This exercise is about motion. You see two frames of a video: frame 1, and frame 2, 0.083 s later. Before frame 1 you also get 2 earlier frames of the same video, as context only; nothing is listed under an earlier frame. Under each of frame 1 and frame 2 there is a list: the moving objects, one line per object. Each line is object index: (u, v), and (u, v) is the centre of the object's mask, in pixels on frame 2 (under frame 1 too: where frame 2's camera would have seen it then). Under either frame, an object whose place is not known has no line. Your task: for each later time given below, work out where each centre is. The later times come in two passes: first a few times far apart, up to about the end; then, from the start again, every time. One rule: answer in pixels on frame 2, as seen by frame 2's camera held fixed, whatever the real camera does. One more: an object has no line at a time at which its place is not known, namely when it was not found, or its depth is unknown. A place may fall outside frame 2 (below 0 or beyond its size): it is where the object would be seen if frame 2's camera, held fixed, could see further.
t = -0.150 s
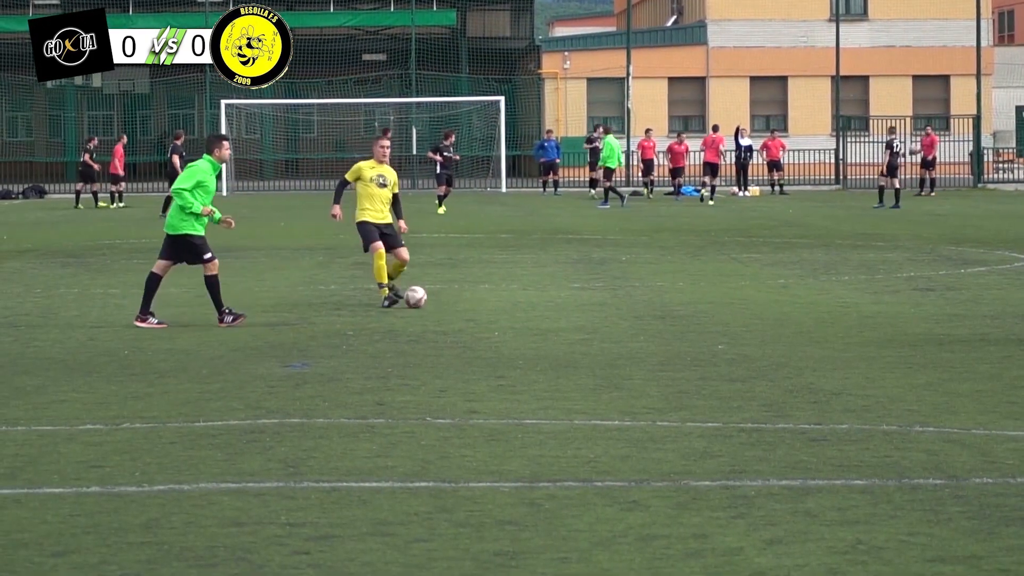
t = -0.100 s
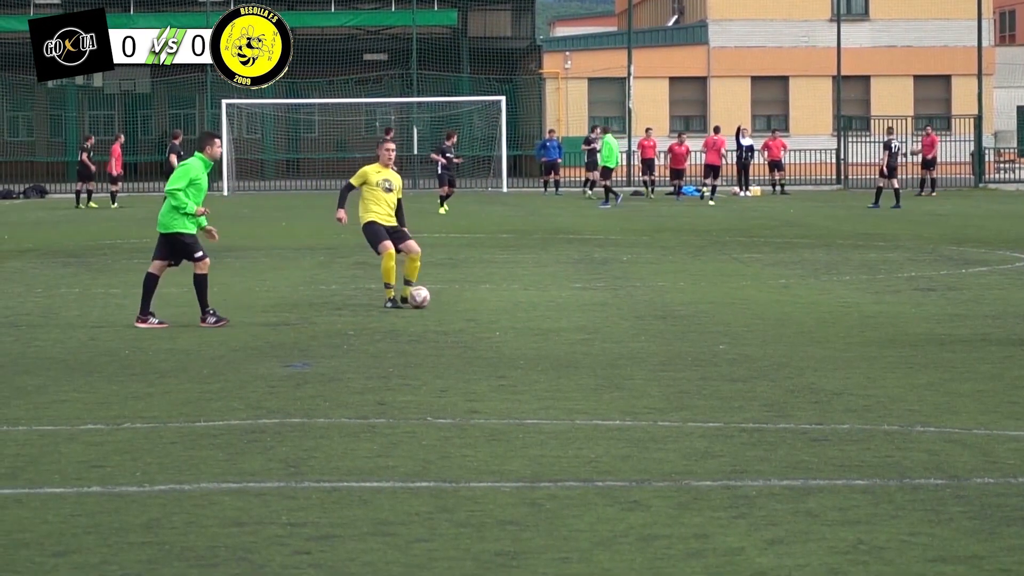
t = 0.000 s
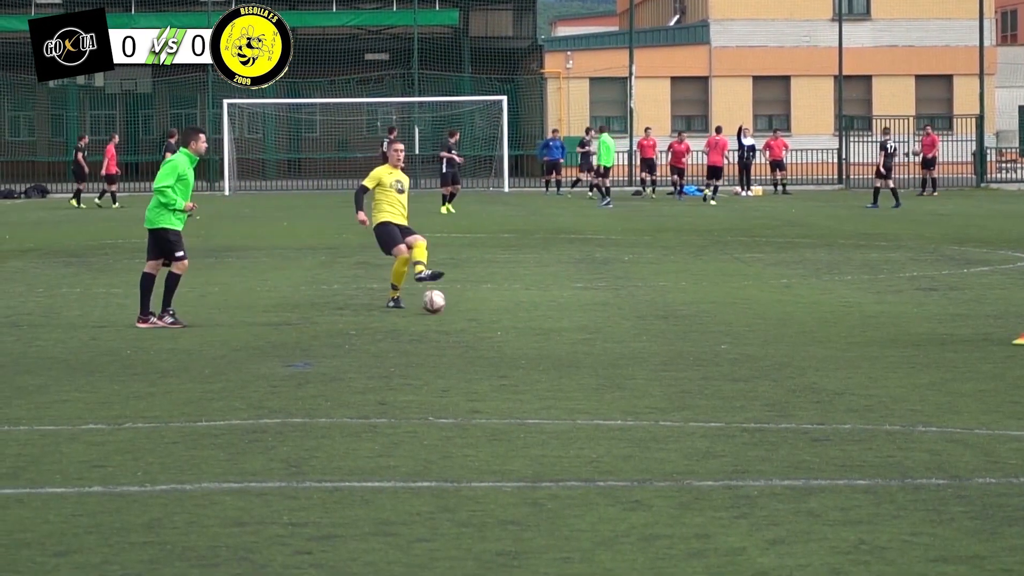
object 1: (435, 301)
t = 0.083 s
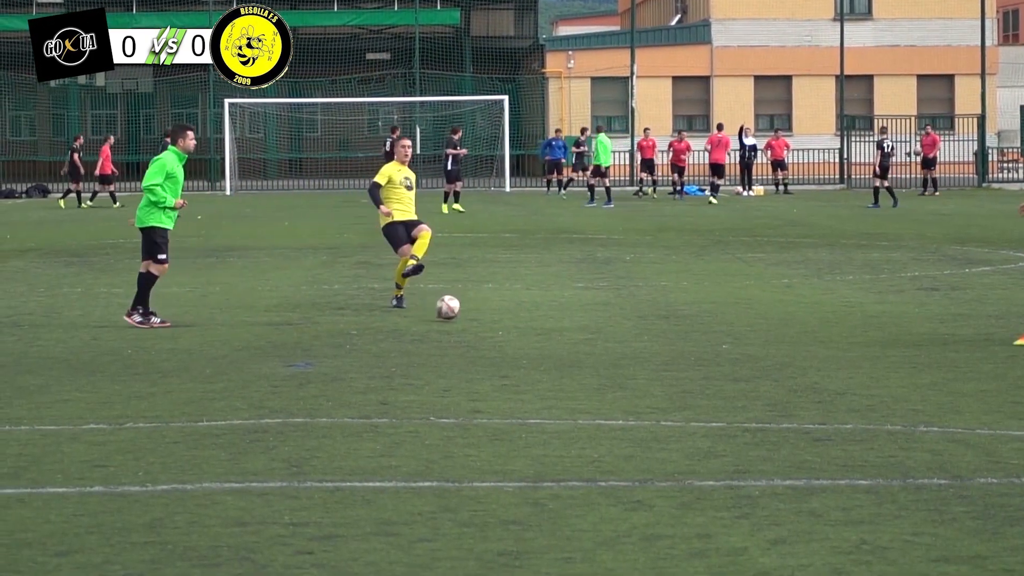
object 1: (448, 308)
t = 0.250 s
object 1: (474, 315)
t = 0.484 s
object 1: (504, 326)
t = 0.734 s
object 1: (532, 347)
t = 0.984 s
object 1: (554, 374)
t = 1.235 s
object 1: (577, 394)
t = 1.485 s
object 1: (603, 414)
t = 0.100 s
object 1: (450, 309)
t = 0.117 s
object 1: (454, 309)
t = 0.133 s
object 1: (456, 311)
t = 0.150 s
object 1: (459, 313)
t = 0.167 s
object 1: (462, 316)
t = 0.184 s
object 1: (464, 317)
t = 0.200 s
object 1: (466, 316)
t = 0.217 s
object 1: (468, 316)
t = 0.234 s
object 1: (471, 315)
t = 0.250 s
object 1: (474, 315)
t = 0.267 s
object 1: (475, 316)
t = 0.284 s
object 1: (478, 317)
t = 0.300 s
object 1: (481, 319)
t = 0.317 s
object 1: (484, 321)
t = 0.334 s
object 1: (486, 323)
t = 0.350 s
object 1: (489, 327)
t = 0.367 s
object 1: (491, 330)
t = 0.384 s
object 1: (493, 332)
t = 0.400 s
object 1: (495, 330)
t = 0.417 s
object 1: (496, 329)
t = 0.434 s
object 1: (499, 327)
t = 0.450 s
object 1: (500, 327)
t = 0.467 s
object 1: (503, 326)
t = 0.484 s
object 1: (504, 326)
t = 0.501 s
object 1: (506, 327)
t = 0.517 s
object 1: (508, 328)
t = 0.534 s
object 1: (510, 329)
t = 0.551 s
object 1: (512, 331)
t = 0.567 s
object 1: (514, 333)
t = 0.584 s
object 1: (516, 336)
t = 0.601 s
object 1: (518, 339)
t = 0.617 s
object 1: (520, 343)
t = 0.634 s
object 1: (522, 348)
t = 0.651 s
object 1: (524, 353)
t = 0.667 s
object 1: (526, 354)
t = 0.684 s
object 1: (527, 352)
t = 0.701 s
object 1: (528, 349)
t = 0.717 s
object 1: (530, 348)
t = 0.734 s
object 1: (532, 347)
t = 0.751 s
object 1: (533, 346)
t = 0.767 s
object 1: (534, 345)
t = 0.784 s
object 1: (536, 345)
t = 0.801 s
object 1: (537, 346)
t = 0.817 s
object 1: (539, 347)
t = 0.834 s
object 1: (540, 348)
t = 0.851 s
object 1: (542, 350)
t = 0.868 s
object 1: (543, 353)
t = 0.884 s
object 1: (545, 356)
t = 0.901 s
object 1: (547, 360)
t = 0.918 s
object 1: (548, 364)
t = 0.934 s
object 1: (549, 368)
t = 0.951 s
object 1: (551, 373)
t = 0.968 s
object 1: (552, 376)
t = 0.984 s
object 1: (554, 374)
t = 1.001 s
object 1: (556, 373)
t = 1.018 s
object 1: (557, 373)
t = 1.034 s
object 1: (559, 372)
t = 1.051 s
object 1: (560, 372)
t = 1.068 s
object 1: (562, 373)
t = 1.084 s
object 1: (564, 374)
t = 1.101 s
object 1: (565, 375)
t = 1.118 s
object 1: (567, 377)
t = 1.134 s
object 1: (568, 380)
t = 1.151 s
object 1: (570, 384)
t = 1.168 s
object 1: (572, 388)
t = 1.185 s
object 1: (573, 392)
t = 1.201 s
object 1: (575, 395)
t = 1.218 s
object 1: (576, 395)
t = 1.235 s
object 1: (577, 394)
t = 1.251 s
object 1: (579, 394)
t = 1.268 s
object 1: (581, 394)
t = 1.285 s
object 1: (583, 395)
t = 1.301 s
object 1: (584, 397)
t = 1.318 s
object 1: (586, 399)
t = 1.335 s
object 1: (587, 401)
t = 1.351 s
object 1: (589, 405)
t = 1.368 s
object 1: (591, 409)
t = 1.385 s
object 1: (593, 412)
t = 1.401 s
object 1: (595, 412)
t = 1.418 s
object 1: (596, 411)
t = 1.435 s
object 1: (597, 411)
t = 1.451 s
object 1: (599, 411)
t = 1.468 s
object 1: (601, 412)
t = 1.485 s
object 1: (603, 414)
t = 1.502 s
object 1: (605, 417)
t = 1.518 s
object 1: (606, 419)
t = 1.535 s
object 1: (608, 423)
